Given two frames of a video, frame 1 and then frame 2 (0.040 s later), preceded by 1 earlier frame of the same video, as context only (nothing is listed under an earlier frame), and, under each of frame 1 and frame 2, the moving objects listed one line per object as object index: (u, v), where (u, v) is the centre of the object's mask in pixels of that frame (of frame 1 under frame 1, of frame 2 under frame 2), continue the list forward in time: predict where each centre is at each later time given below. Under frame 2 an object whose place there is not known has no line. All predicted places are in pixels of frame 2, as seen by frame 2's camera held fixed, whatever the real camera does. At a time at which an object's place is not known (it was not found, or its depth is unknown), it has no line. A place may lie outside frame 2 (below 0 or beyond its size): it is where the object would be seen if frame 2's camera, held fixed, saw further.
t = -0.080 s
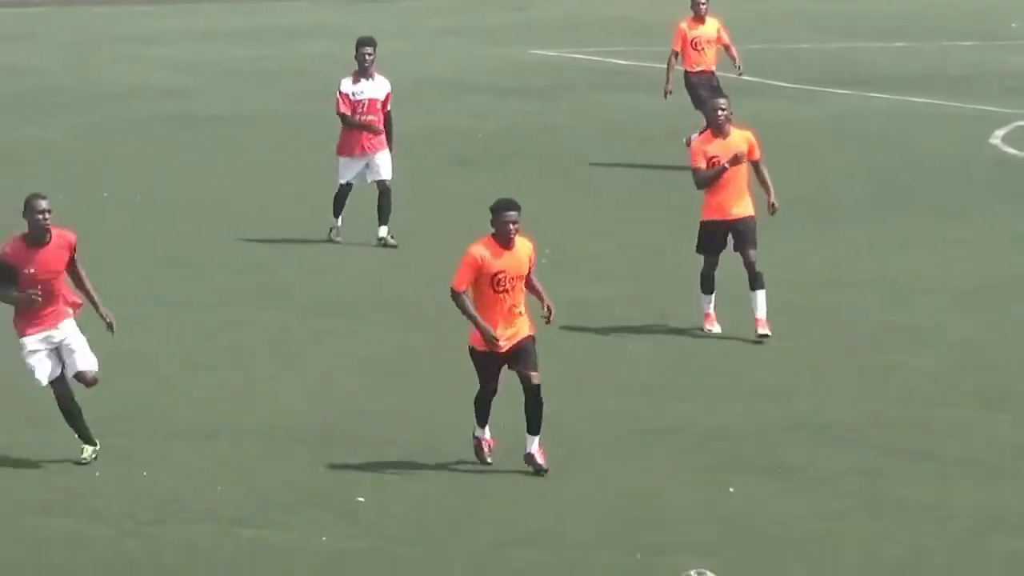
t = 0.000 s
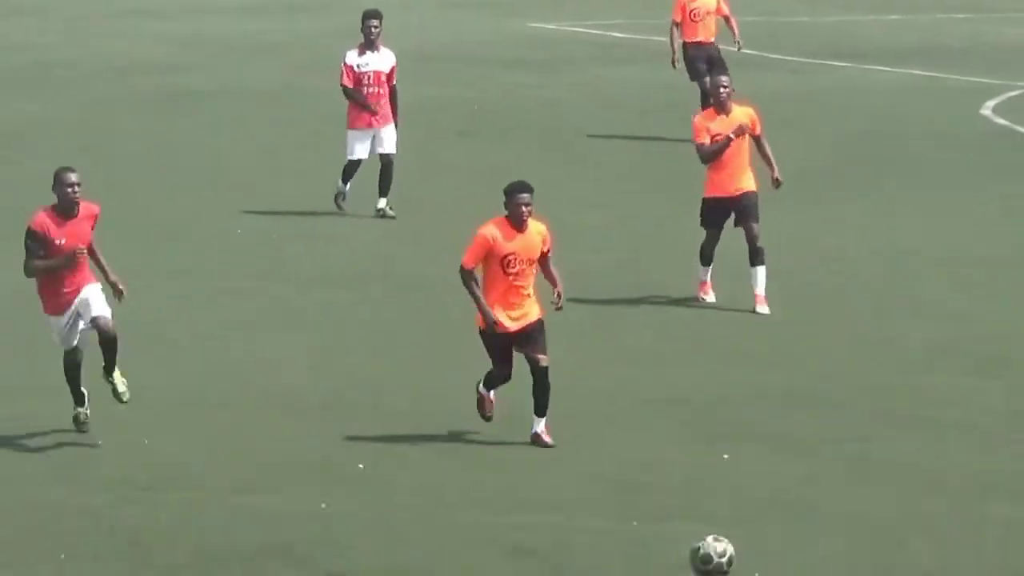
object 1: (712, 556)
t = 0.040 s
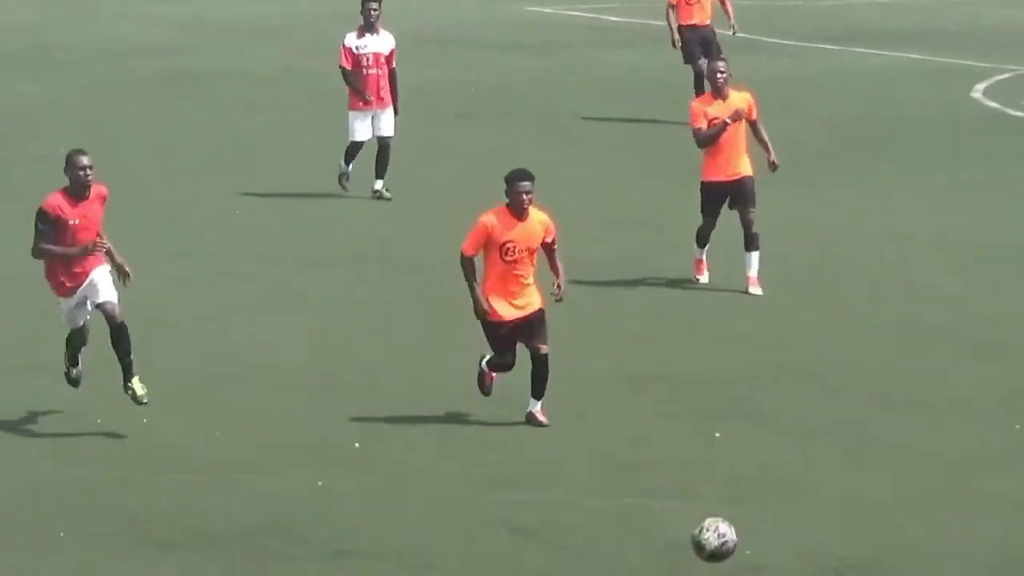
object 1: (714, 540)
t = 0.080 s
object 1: (725, 548)
